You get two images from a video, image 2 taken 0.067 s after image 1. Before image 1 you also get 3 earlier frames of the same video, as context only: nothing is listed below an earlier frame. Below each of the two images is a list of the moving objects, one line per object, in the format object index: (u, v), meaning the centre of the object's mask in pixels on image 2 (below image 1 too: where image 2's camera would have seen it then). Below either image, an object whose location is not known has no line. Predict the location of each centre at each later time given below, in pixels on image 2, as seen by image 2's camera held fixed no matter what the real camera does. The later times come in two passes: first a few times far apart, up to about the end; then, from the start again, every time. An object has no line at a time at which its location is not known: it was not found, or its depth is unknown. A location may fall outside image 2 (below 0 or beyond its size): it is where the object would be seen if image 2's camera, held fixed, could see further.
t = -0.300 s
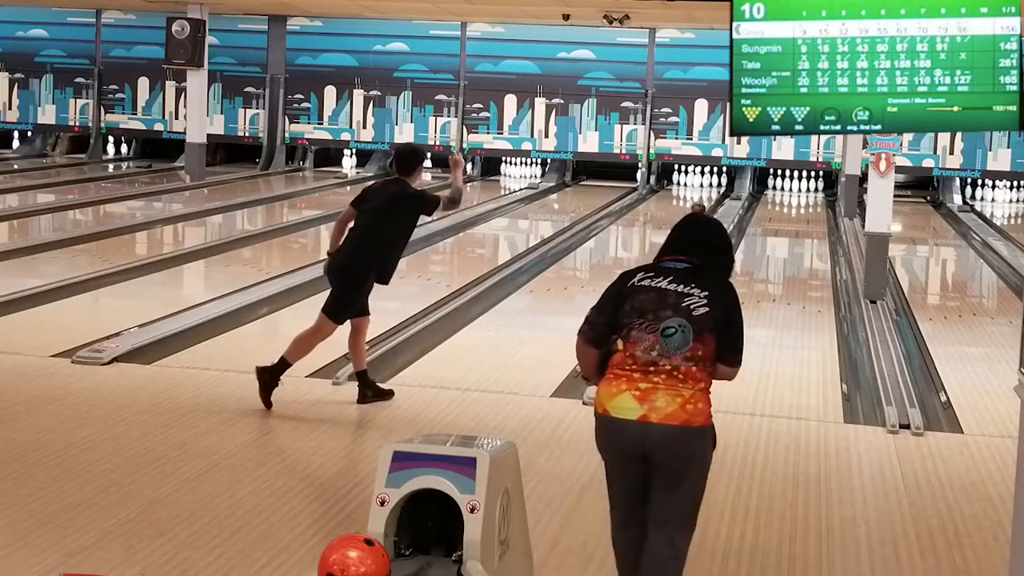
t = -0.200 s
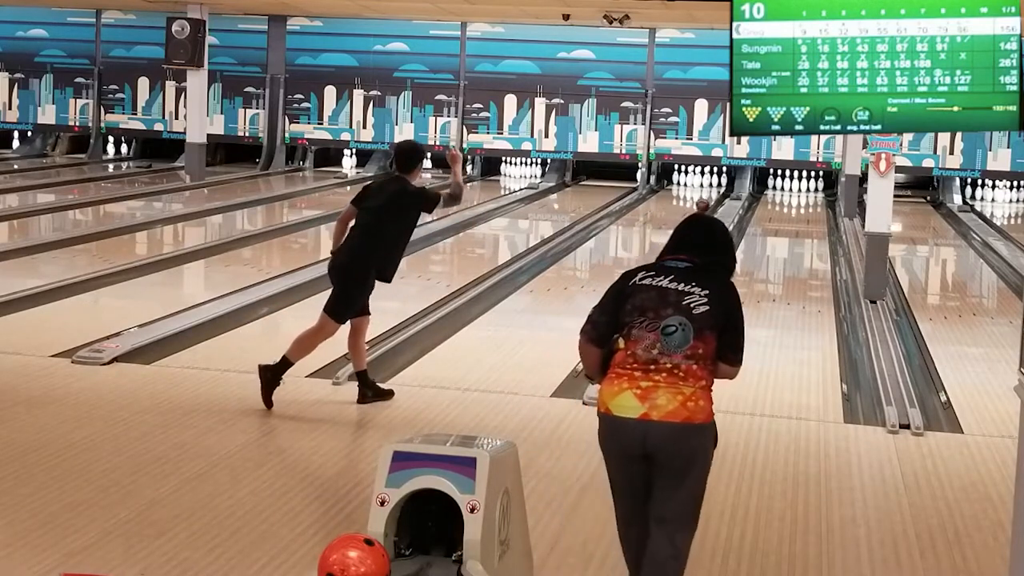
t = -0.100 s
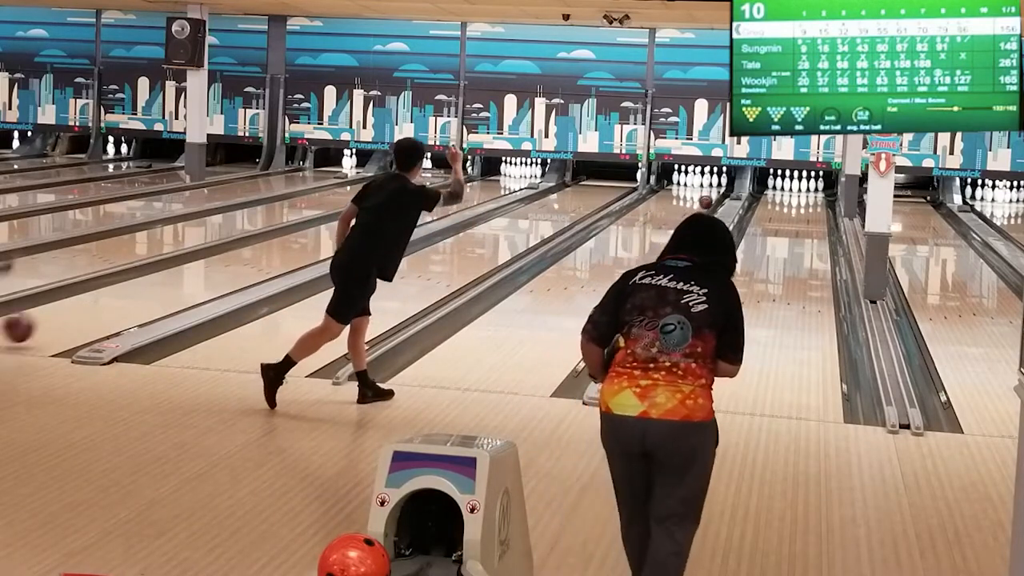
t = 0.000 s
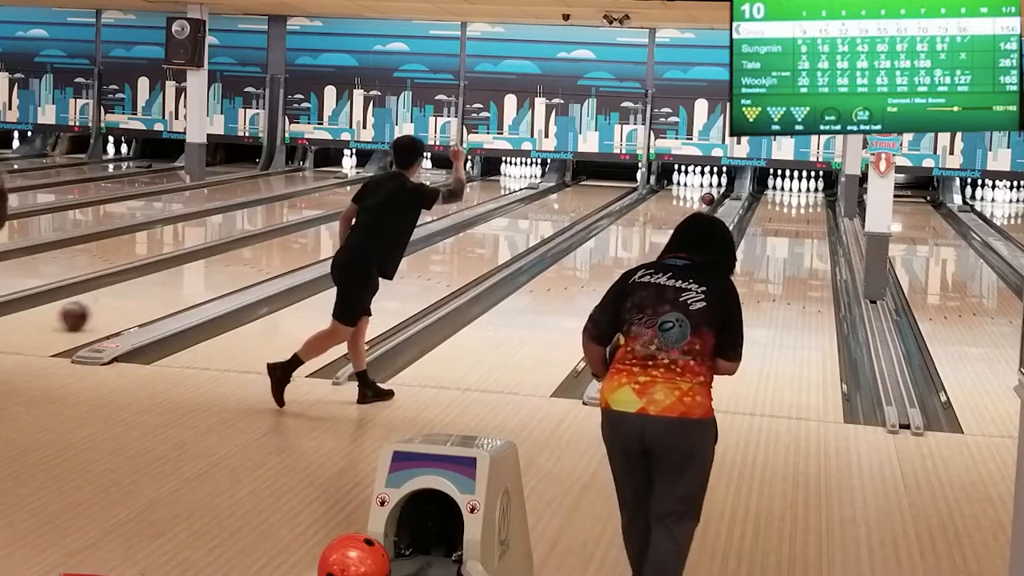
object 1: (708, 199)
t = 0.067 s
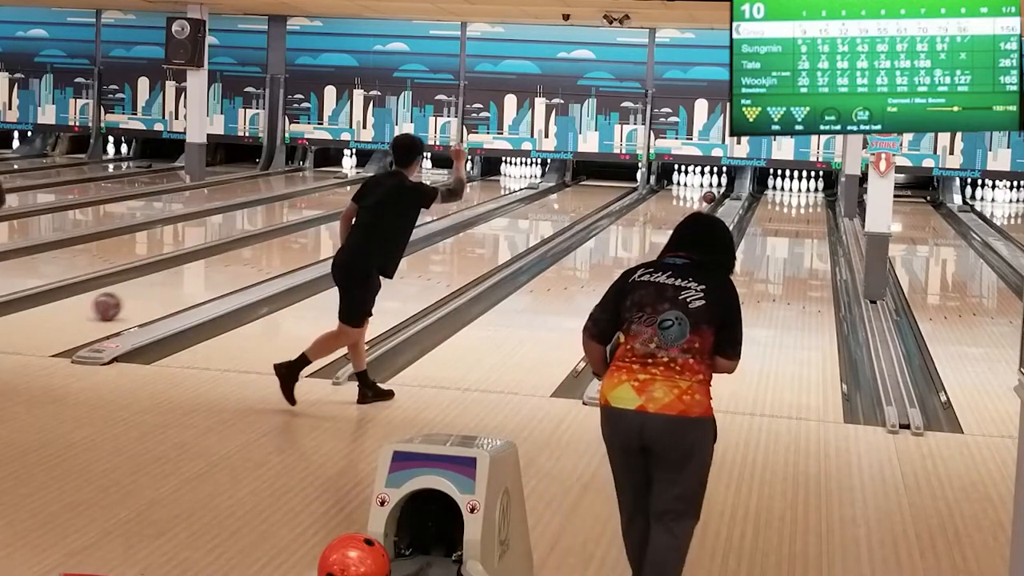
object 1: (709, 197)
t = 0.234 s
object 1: (711, 193)
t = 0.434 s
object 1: (709, 189)
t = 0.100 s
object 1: (709, 196)
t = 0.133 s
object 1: (710, 195)
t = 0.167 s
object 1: (710, 195)
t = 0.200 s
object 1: (710, 194)
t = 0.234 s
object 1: (711, 193)
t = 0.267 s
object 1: (711, 192)
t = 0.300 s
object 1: (710, 191)
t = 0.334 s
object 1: (710, 191)
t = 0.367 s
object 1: (710, 190)
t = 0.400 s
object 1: (709, 189)
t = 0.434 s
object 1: (709, 189)
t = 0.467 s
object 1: (709, 187)
